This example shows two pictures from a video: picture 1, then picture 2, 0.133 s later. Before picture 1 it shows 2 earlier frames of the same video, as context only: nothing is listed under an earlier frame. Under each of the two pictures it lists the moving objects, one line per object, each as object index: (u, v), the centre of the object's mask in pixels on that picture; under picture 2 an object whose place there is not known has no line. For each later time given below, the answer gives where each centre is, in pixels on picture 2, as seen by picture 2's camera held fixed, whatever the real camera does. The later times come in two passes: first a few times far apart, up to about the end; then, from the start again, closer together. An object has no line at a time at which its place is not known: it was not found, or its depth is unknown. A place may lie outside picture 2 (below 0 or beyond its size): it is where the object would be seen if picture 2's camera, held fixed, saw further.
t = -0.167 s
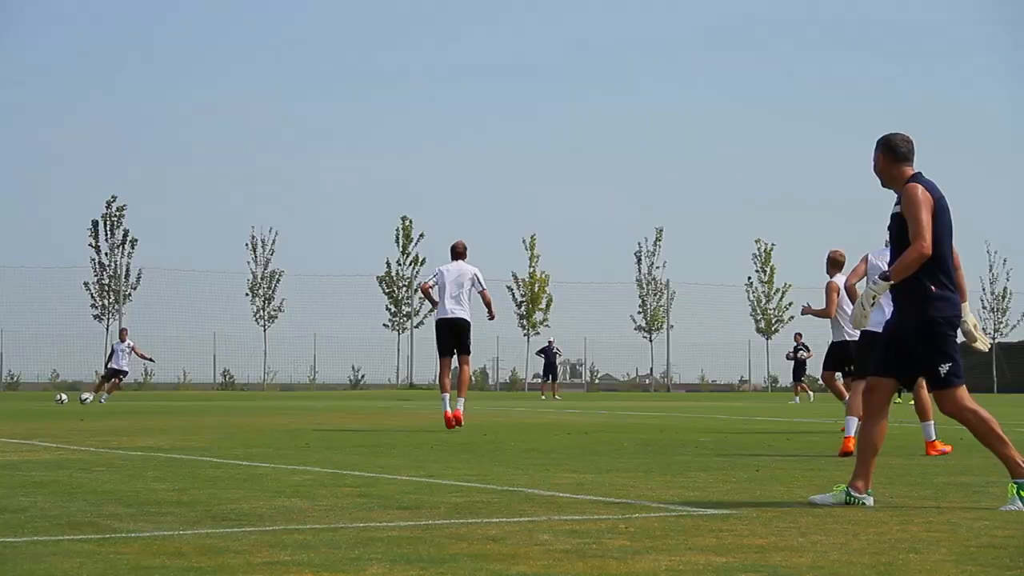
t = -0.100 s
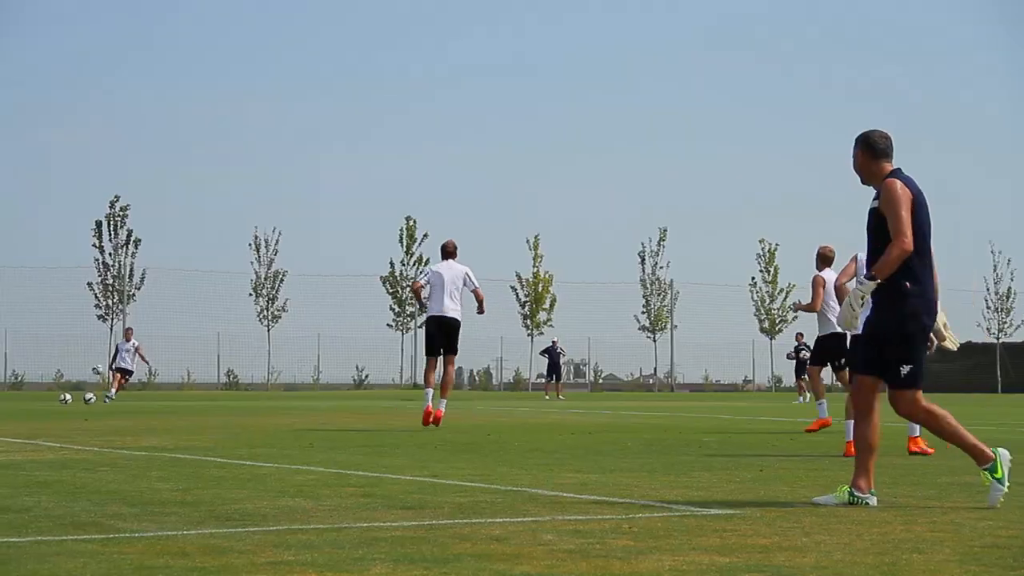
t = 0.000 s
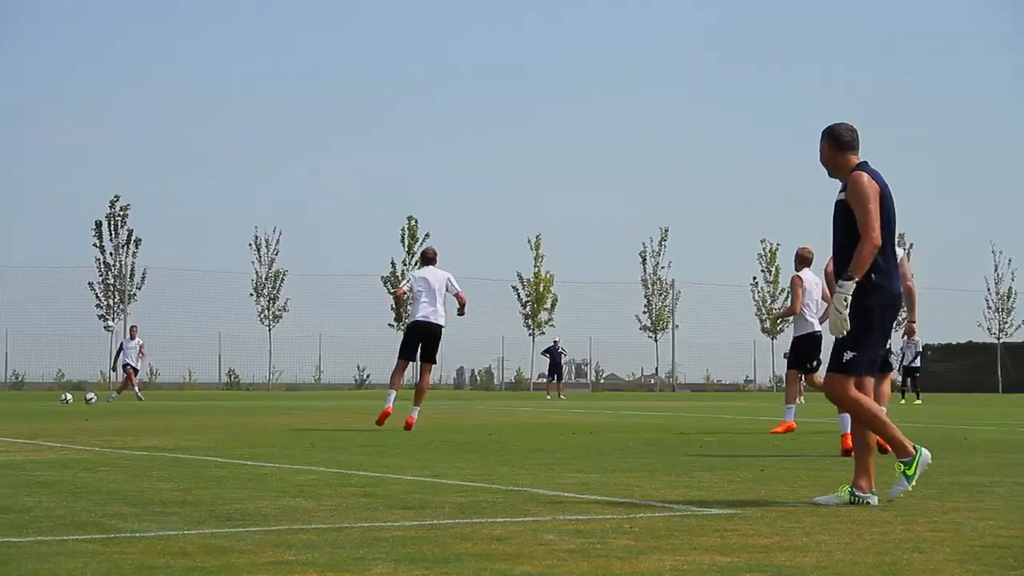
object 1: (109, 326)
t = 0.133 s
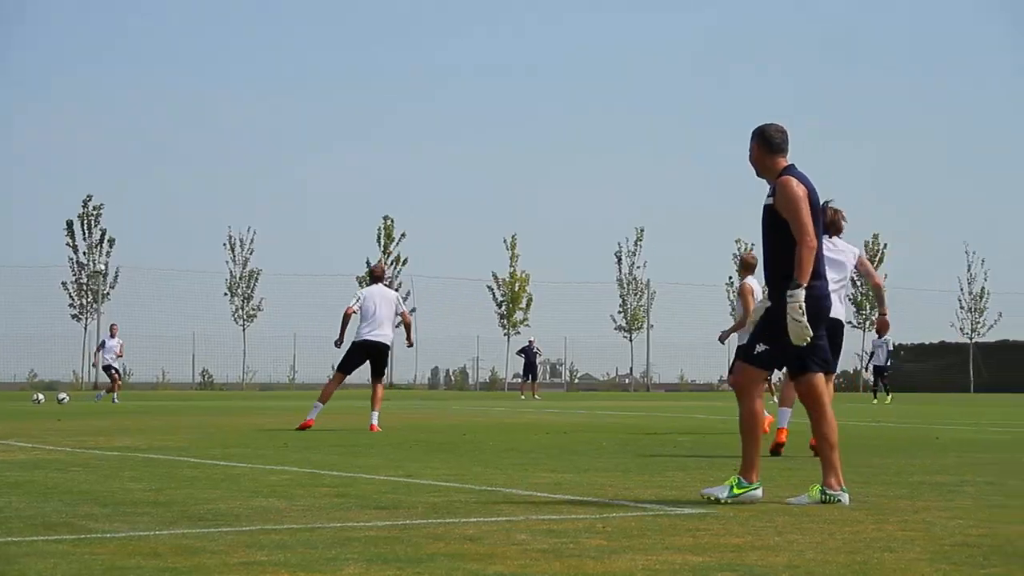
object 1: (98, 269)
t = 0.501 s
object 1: (154, 124)
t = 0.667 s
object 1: (183, 68)
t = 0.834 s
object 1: (220, 17)
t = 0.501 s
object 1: (154, 124)
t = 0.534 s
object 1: (160, 112)
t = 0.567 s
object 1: (165, 101)
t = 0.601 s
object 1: (172, 89)
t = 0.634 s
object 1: (177, 78)
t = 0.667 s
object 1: (183, 68)
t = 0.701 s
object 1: (190, 56)
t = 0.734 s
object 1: (197, 46)
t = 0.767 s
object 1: (205, 36)
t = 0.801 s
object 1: (213, 26)
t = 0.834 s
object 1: (220, 17)
